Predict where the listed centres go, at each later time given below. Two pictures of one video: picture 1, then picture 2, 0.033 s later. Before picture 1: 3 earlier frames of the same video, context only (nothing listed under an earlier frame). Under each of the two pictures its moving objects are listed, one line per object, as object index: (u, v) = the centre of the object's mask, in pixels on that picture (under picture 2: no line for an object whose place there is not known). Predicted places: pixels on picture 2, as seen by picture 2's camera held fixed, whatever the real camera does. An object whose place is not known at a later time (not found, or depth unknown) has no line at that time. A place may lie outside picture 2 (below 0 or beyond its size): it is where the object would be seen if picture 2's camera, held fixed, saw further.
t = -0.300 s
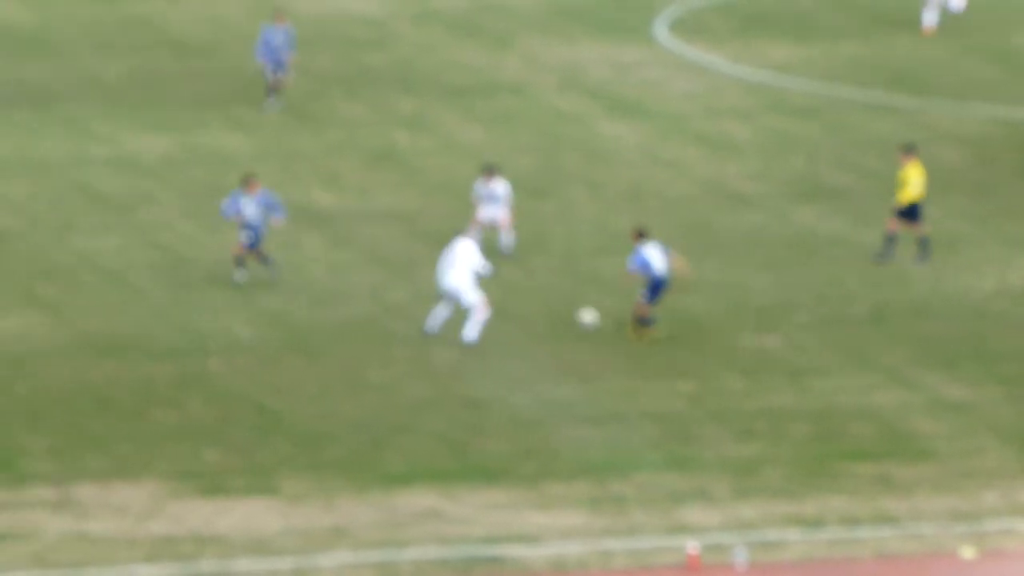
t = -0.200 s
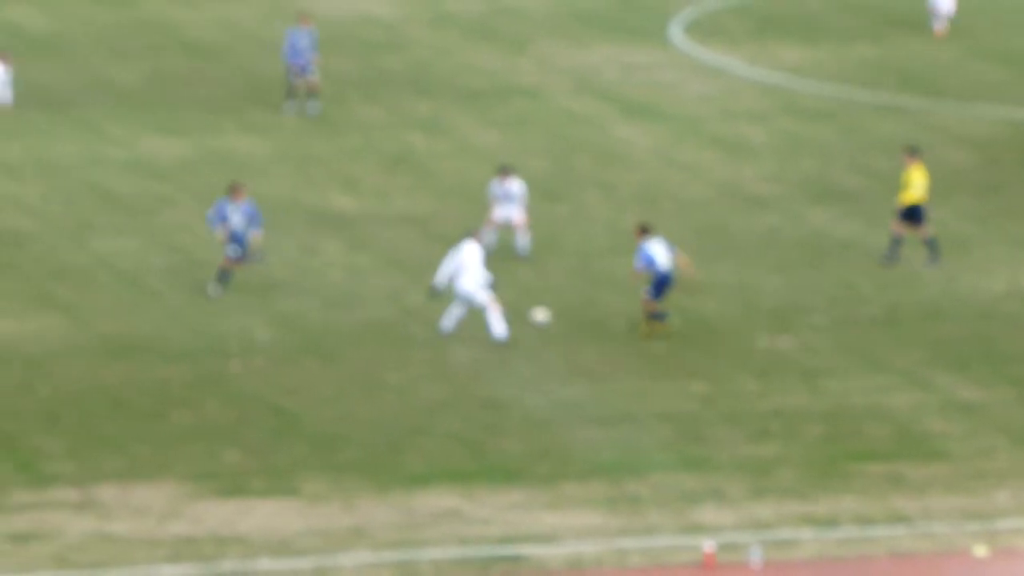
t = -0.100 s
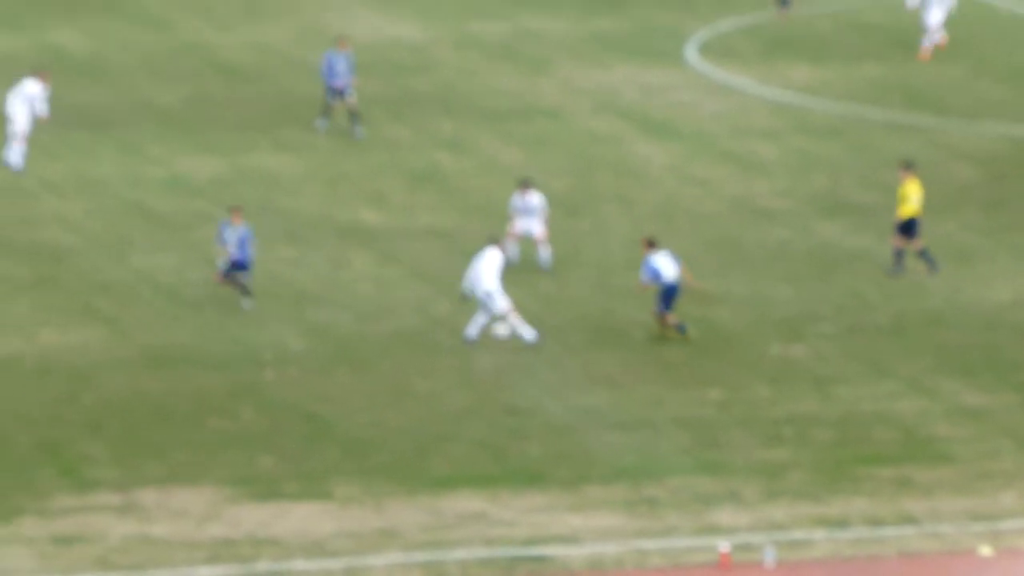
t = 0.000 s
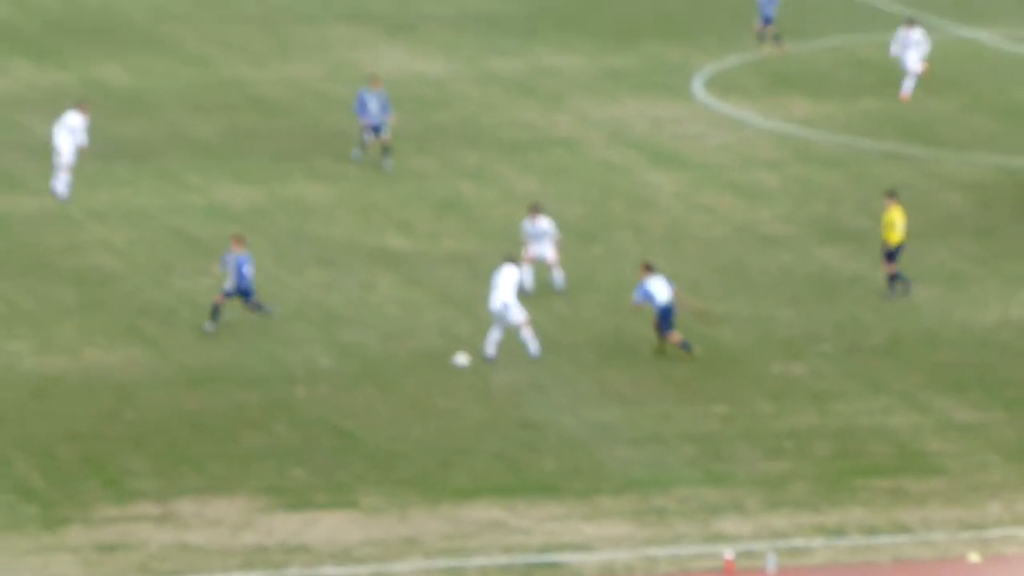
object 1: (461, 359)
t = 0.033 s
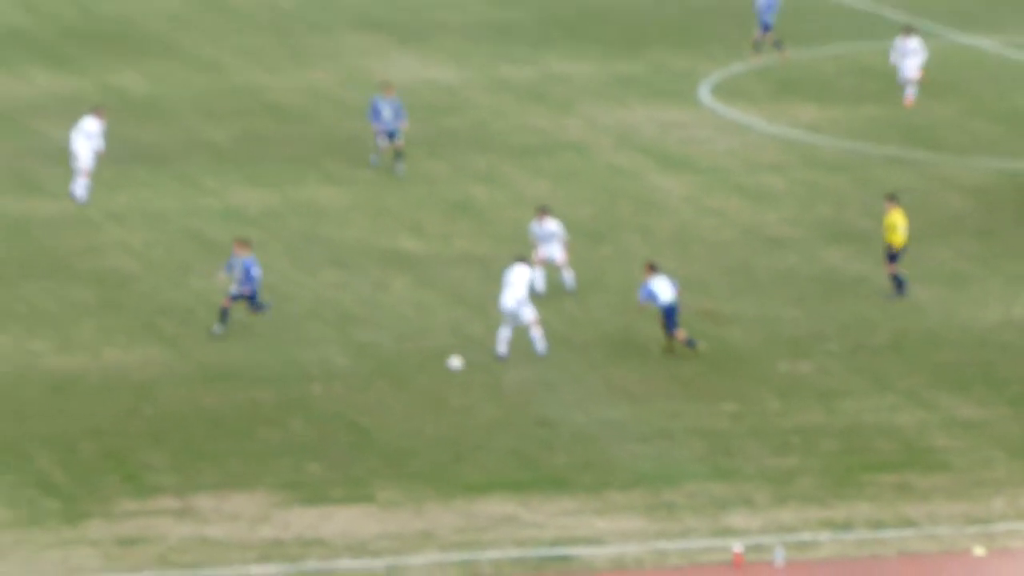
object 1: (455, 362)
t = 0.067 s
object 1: (437, 368)
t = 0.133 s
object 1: (400, 382)
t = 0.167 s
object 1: (383, 389)
